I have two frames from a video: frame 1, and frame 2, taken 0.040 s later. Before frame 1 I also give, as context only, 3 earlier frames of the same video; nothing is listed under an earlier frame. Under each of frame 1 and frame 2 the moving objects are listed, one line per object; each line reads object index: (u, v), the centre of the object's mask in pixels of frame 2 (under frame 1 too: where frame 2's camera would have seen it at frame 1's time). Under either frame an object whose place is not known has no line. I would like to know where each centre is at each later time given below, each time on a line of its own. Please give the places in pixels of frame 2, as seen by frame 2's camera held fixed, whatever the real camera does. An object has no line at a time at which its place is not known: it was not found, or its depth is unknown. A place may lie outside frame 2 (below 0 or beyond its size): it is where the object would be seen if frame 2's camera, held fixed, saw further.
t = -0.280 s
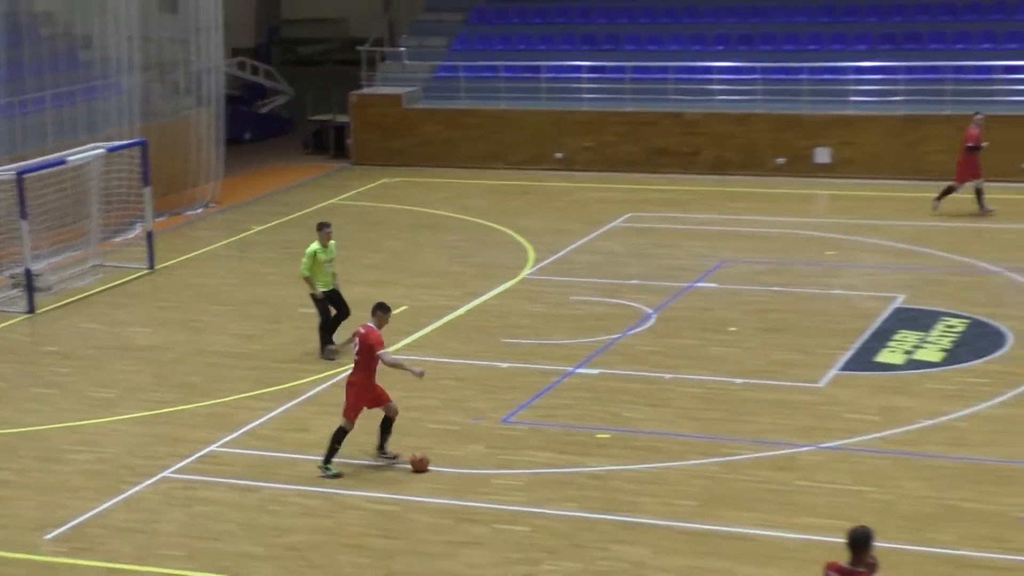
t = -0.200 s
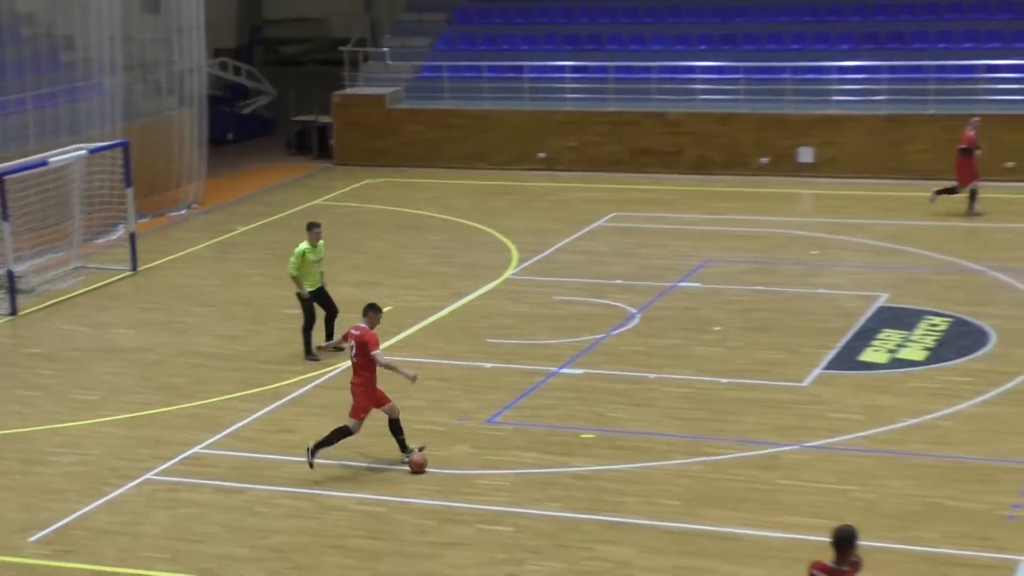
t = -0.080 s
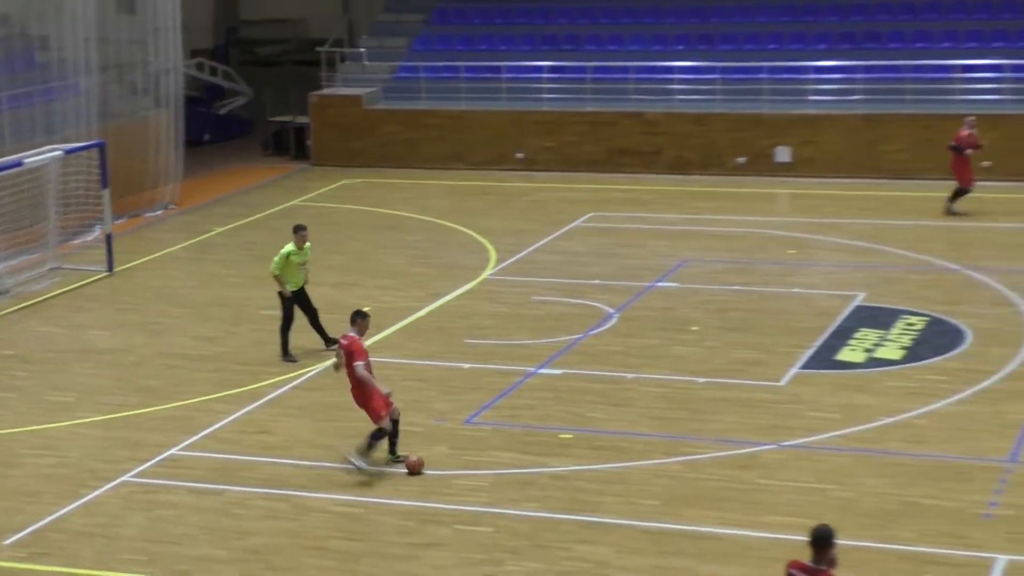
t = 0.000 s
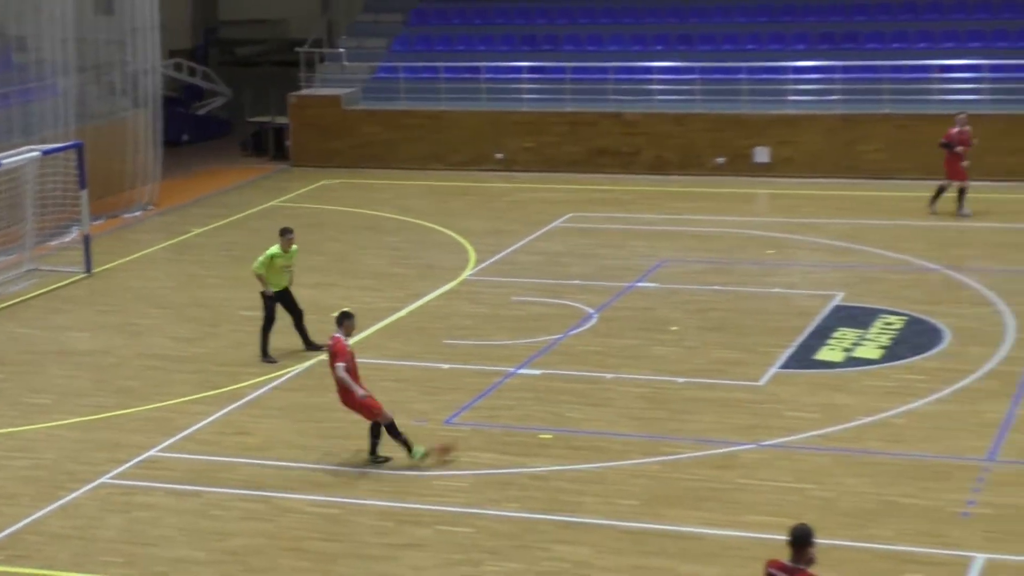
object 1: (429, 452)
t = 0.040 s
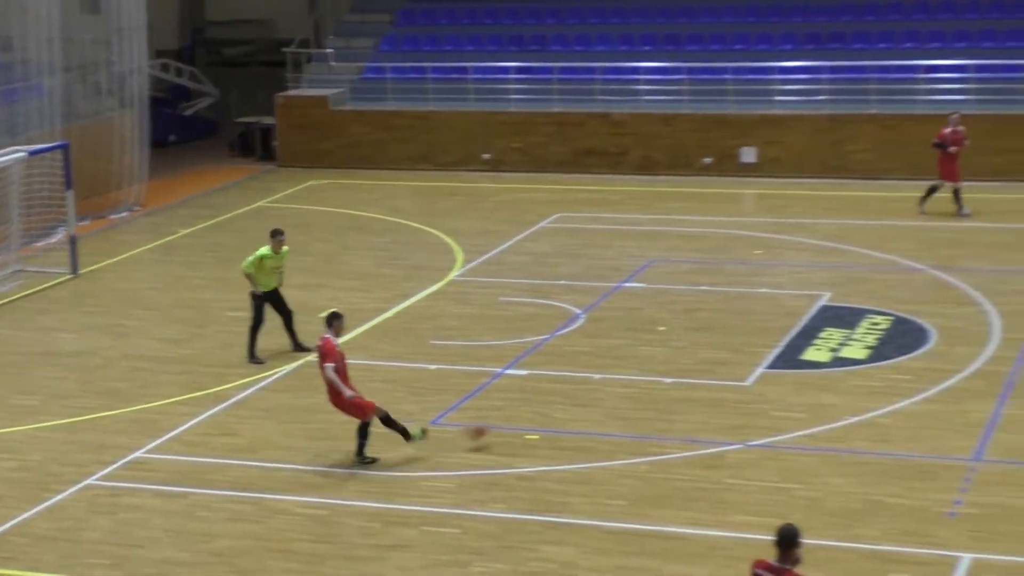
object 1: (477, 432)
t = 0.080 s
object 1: (524, 415)
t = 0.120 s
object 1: (568, 399)
